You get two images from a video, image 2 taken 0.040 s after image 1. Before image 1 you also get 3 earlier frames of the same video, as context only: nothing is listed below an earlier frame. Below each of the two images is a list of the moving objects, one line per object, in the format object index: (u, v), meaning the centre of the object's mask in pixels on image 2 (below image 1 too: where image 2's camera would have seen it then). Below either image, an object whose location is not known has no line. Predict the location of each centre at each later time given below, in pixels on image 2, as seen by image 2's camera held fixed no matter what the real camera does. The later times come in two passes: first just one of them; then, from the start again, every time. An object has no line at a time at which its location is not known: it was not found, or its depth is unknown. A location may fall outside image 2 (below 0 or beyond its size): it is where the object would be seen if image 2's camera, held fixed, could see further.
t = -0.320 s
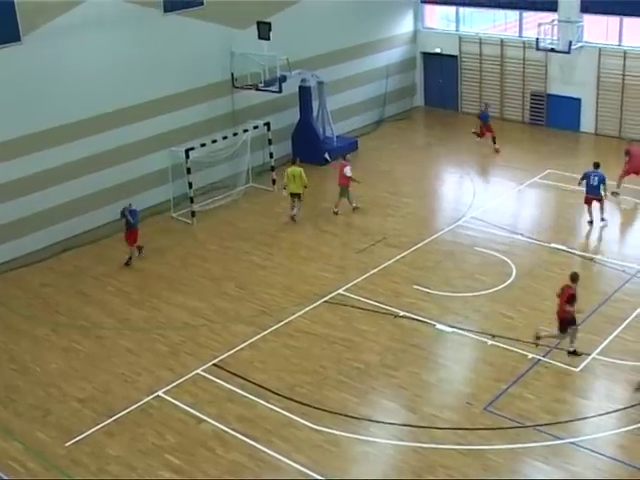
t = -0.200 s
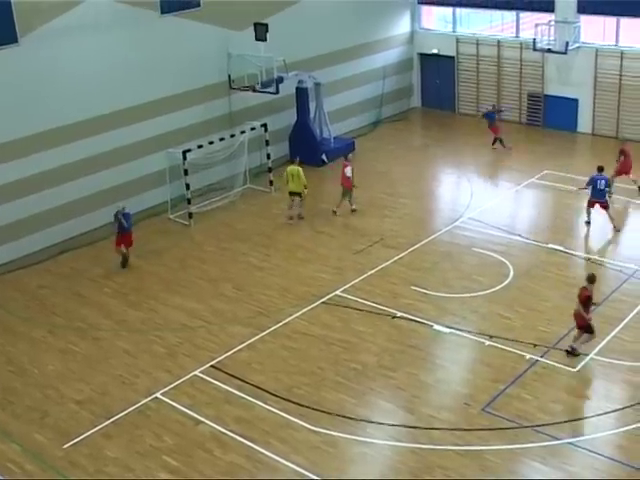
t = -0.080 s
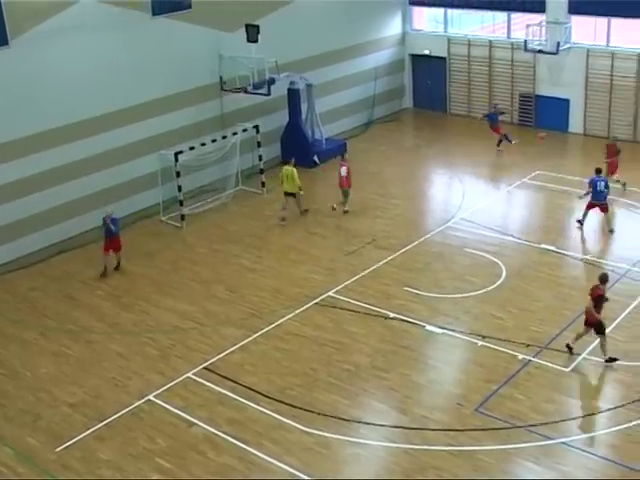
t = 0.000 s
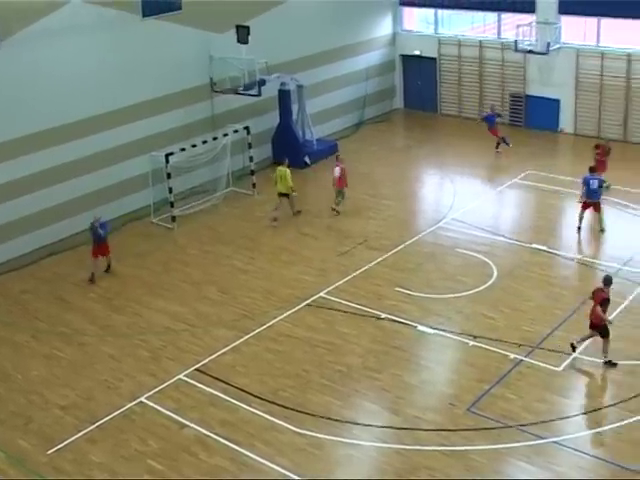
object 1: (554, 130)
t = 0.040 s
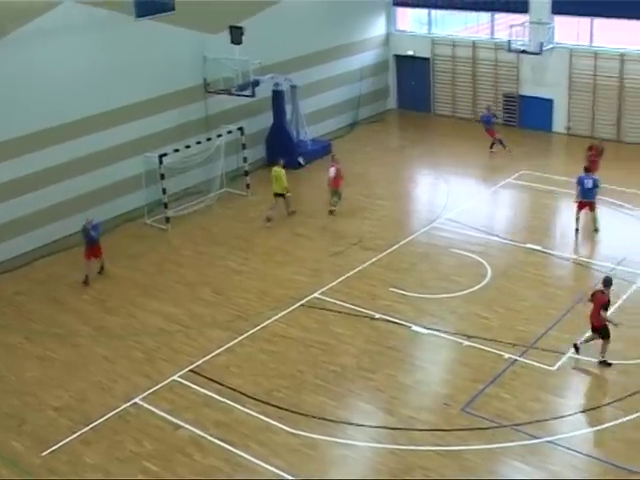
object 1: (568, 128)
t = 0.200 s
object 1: (631, 120)
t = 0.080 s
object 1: (584, 125)
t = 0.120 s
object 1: (603, 123)
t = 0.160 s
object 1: (615, 121)
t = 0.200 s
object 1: (631, 120)
